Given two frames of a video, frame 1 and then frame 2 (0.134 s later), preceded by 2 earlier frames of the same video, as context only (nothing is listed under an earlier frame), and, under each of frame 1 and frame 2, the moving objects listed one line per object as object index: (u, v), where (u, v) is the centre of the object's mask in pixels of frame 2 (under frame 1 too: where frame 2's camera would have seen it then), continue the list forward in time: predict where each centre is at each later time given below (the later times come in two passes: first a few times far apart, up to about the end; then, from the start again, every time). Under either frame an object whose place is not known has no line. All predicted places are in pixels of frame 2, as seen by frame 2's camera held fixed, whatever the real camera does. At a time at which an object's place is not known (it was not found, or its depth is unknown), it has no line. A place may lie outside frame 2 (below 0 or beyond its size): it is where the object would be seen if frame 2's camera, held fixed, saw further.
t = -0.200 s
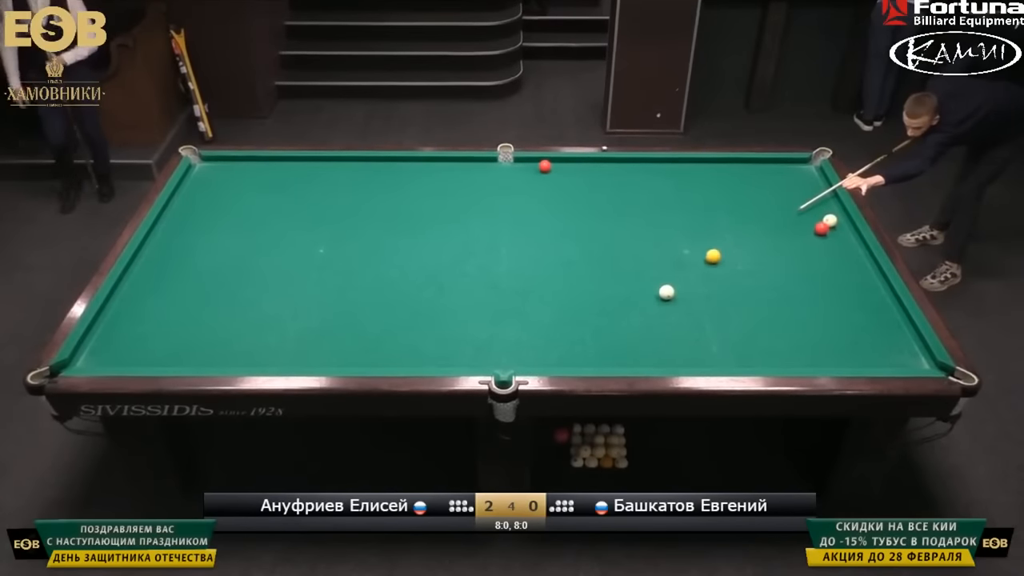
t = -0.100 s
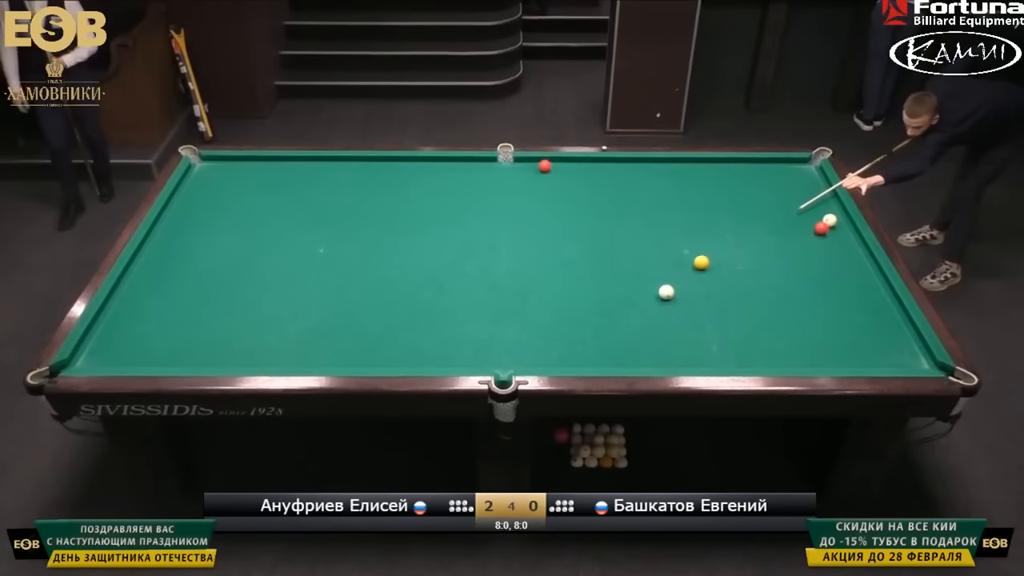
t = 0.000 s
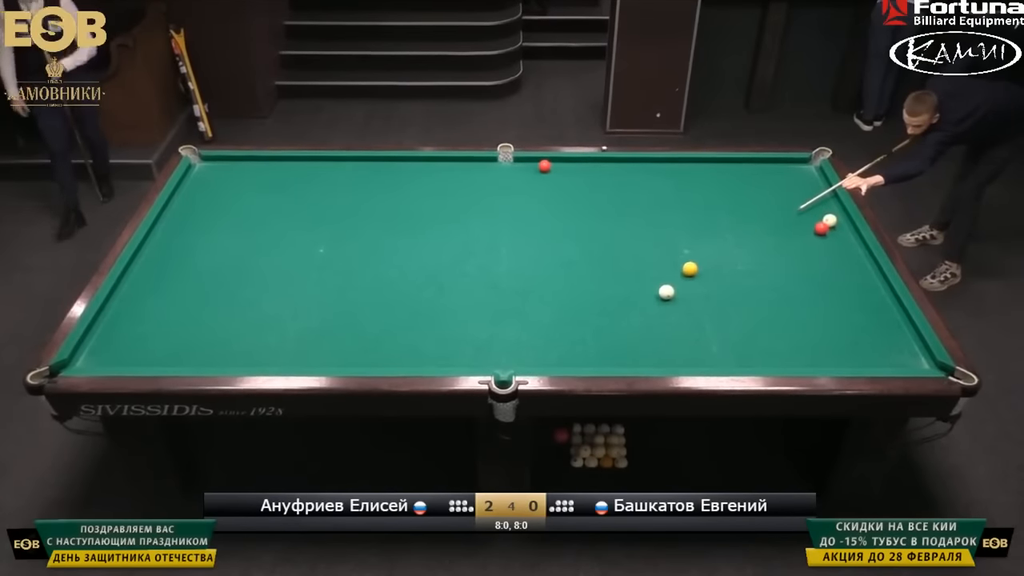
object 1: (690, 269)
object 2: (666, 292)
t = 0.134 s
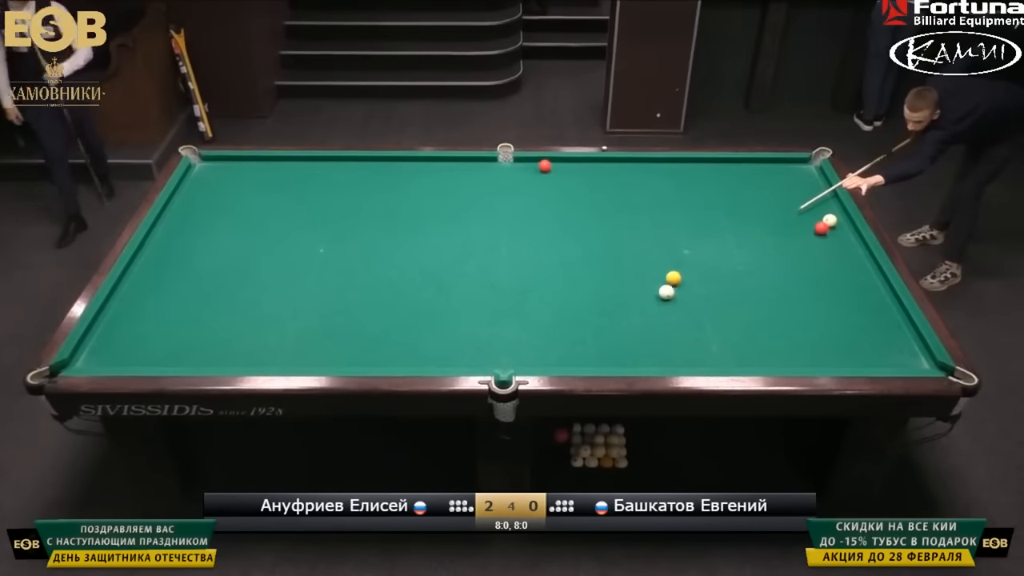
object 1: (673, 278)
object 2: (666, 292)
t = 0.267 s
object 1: (658, 283)
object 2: (667, 294)
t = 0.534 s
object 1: (623, 288)
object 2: (668, 307)
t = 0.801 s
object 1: (586, 293)
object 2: (670, 319)
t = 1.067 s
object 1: (555, 298)
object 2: (671, 331)
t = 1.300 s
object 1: (524, 302)
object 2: (672, 341)
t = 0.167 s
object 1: (671, 279)
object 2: (666, 292)
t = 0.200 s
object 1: (666, 280)
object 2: (666, 292)
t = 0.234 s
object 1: (660, 282)
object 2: (667, 293)
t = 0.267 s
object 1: (658, 283)
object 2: (667, 294)
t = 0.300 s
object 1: (653, 284)
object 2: (667, 296)
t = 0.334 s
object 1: (648, 284)
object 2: (667, 298)
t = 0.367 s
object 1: (646, 285)
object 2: (667, 299)
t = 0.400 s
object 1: (641, 286)
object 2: (668, 301)
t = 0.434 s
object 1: (636, 286)
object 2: (668, 302)
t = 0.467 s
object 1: (633, 287)
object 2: (668, 303)
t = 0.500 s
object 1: (628, 287)
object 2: (668, 305)
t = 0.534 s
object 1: (623, 288)
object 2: (668, 307)
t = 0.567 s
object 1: (620, 289)
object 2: (668, 308)
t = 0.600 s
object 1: (616, 289)
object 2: (669, 310)
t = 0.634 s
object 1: (610, 290)
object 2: (669, 311)
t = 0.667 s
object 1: (603, 291)
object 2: (669, 314)
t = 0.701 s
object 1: (598, 292)
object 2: (670, 316)
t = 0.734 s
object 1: (596, 292)
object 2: (670, 316)
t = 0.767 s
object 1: (591, 293)
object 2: (670, 318)
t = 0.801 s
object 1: (586, 293)
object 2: (670, 319)
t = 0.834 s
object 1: (584, 293)
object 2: (670, 320)
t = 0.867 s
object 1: (579, 294)
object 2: (671, 322)
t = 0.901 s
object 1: (574, 295)
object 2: (671, 324)
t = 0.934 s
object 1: (572, 295)
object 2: (671, 325)
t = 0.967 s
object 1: (567, 296)
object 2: (671, 327)
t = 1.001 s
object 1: (562, 297)
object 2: (671, 329)
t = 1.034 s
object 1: (559, 297)
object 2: (671, 329)
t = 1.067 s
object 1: (555, 298)
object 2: (671, 331)
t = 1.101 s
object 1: (550, 299)
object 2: (671, 333)
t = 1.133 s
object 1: (543, 299)
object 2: (672, 335)
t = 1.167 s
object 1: (538, 300)
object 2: (672, 337)
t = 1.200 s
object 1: (535, 301)
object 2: (672, 337)
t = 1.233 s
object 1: (531, 301)
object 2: (672, 339)
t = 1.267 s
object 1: (526, 302)
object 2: (672, 341)
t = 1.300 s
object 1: (524, 302)
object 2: (672, 341)
